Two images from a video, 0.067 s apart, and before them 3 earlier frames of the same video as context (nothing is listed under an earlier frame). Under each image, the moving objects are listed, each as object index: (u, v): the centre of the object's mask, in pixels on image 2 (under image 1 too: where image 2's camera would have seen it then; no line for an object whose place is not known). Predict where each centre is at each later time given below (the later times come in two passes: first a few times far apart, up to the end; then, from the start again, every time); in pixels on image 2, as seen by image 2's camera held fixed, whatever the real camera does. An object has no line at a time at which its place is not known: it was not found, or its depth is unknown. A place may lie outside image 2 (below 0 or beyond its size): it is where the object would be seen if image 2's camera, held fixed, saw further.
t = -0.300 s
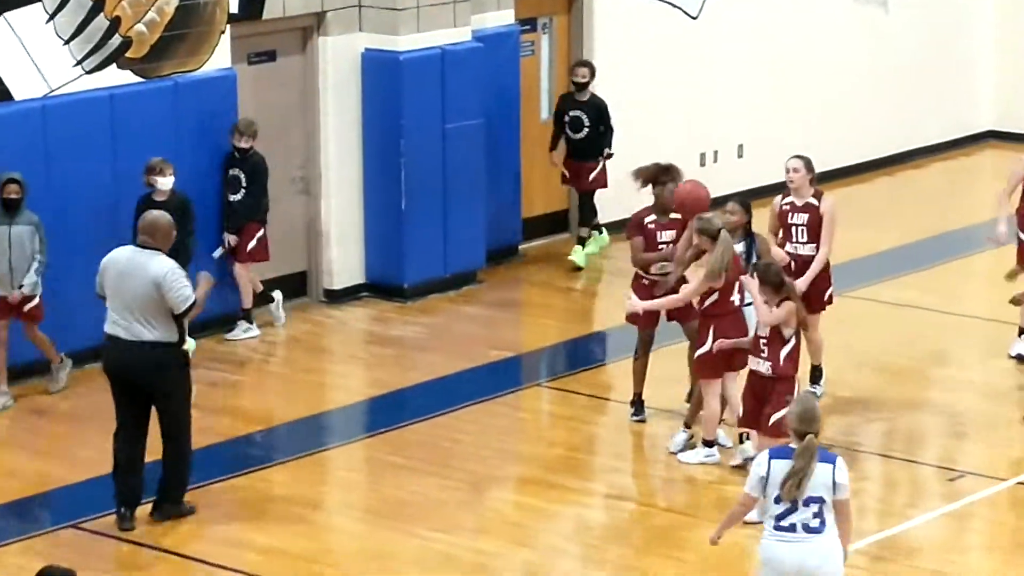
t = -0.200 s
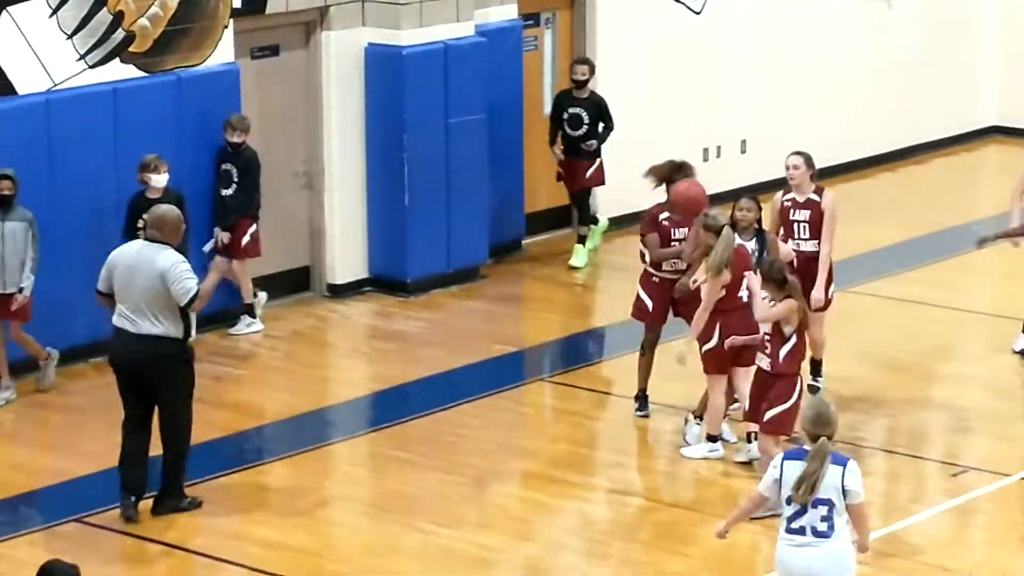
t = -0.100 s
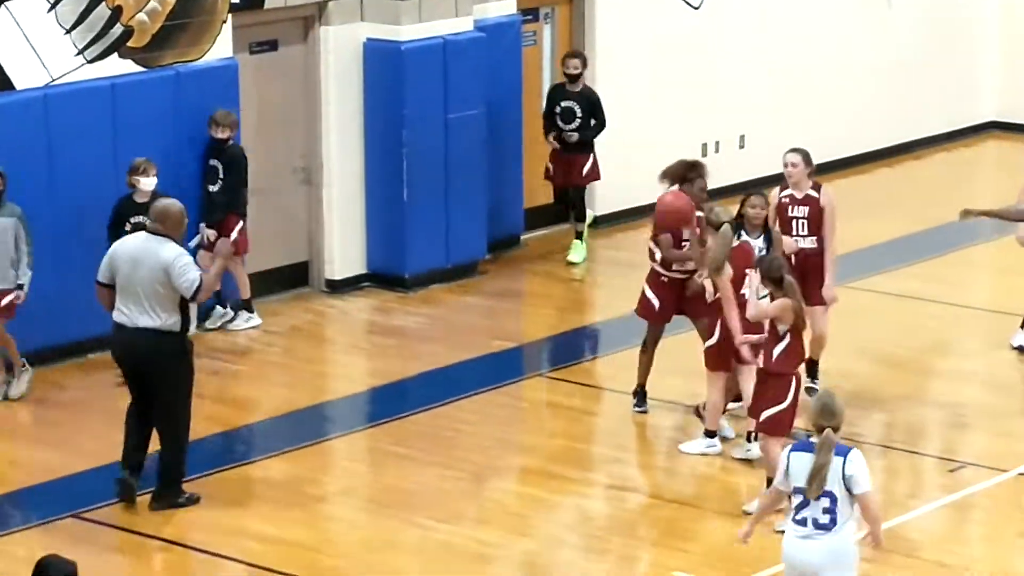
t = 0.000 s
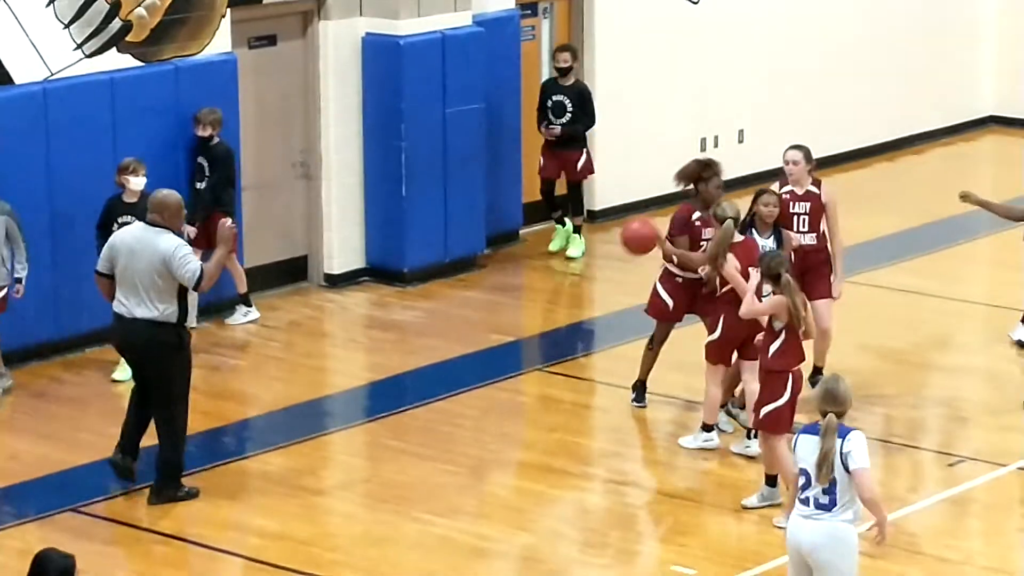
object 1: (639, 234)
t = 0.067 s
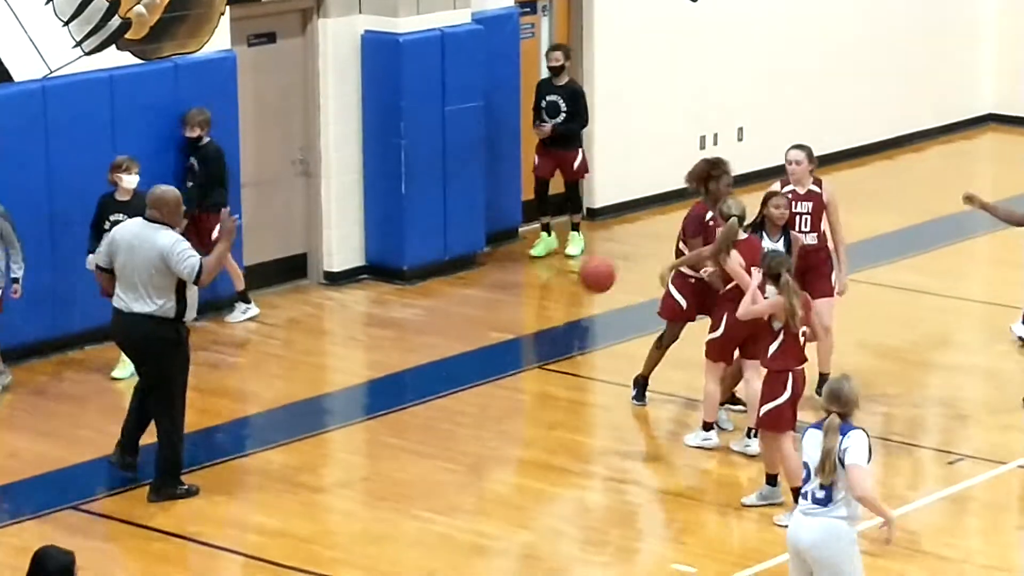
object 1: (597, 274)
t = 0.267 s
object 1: (469, 440)
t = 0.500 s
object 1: (390, 325)
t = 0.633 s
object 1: (346, 285)
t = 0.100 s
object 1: (577, 298)
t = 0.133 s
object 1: (555, 324)
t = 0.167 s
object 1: (534, 349)
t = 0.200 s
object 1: (513, 377)
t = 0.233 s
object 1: (491, 409)
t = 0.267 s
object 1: (469, 440)
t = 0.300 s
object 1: (456, 433)
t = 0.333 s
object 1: (445, 411)
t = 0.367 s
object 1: (434, 390)
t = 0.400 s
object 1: (424, 373)
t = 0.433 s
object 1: (412, 354)
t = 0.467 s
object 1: (401, 337)
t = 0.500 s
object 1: (390, 325)
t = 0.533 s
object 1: (379, 313)
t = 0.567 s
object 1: (367, 301)
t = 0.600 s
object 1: (357, 292)
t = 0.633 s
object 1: (346, 285)
